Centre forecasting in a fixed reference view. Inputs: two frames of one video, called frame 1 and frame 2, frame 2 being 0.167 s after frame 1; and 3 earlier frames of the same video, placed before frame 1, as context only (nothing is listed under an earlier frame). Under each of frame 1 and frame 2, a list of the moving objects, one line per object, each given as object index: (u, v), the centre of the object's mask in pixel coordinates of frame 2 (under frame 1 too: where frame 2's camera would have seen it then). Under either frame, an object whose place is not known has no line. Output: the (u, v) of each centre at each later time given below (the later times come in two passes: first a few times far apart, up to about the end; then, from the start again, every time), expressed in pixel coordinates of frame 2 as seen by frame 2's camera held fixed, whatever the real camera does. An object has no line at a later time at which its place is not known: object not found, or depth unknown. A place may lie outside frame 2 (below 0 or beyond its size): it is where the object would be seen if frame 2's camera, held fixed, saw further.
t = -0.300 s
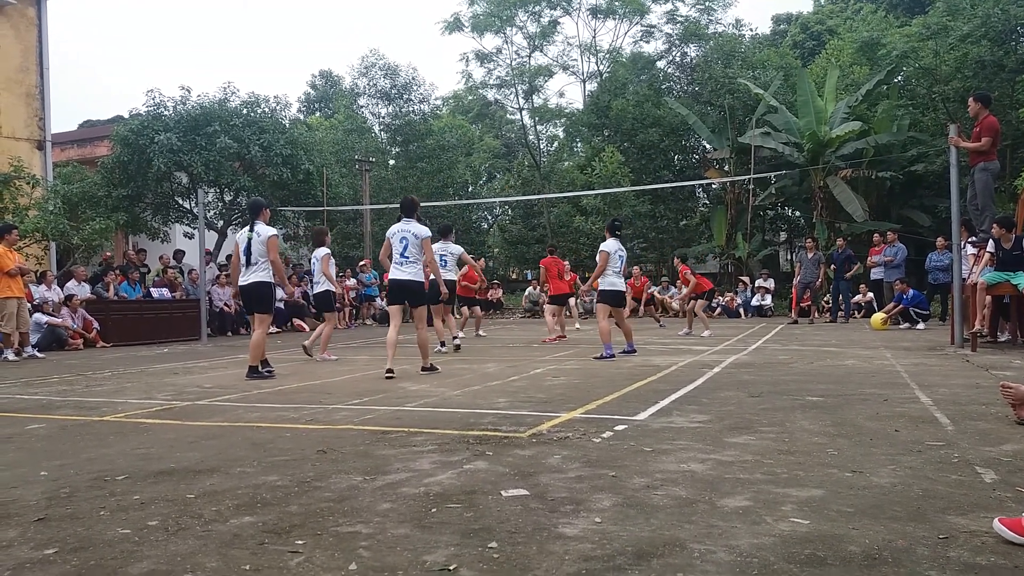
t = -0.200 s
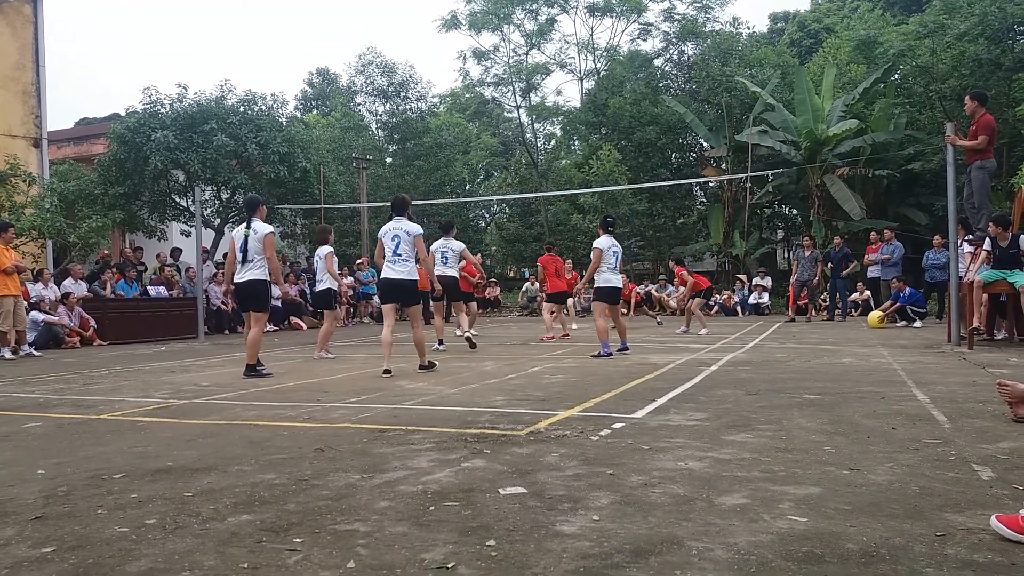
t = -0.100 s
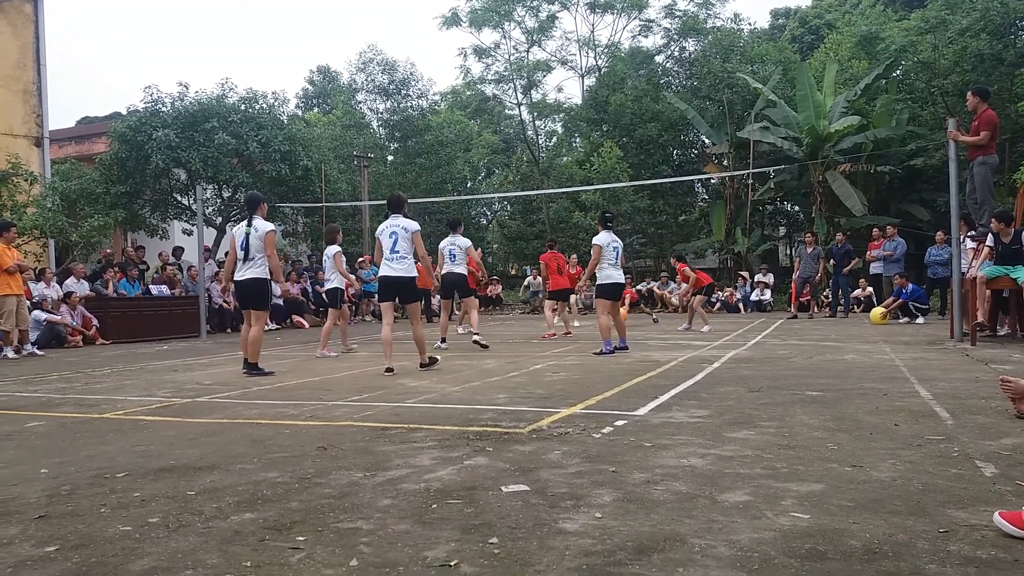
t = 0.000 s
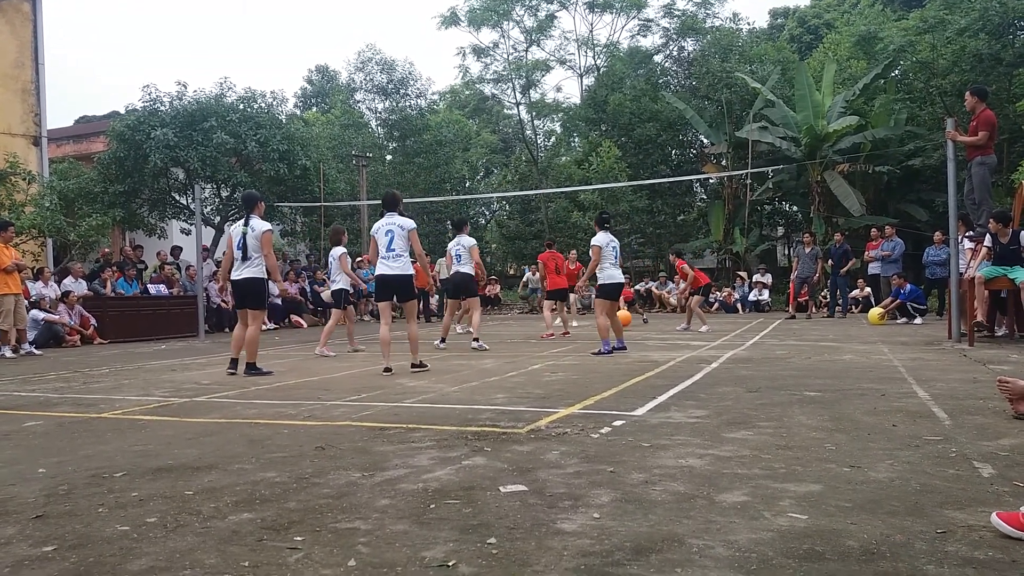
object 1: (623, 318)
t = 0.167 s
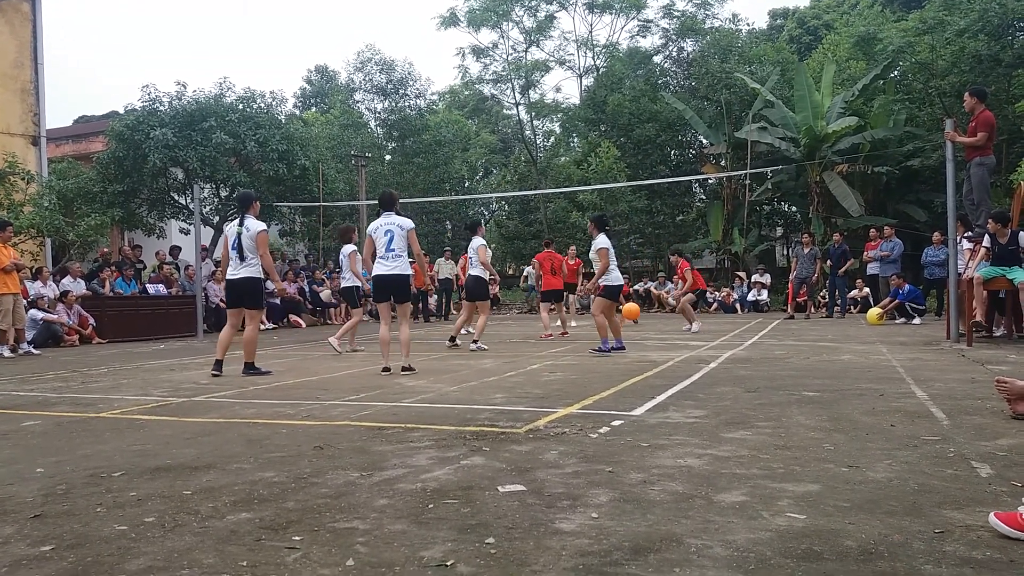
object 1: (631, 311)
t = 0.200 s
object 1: (633, 311)
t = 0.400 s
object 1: (646, 323)
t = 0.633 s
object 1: (664, 322)
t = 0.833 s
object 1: (680, 320)
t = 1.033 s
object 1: (698, 330)
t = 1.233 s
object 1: (718, 325)
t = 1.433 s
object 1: (742, 332)
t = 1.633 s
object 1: (770, 340)
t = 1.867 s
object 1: (811, 344)
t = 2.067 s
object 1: (853, 349)
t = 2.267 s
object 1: (896, 347)
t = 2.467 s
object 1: (949, 351)
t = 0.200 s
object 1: (633, 311)
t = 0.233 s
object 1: (635, 313)
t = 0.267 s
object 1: (638, 315)
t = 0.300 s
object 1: (639, 318)
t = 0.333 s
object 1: (642, 321)
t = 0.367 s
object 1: (644, 325)
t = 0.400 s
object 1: (646, 323)
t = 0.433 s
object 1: (649, 321)
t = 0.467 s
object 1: (651, 319)
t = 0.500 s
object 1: (653, 318)
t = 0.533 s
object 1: (656, 319)
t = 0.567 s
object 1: (658, 319)
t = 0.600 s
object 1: (660, 320)
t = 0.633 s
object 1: (664, 322)
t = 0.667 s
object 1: (666, 325)
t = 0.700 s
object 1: (669, 329)
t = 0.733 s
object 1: (671, 326)
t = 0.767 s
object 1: (674, 323)
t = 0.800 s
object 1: (677, 321)
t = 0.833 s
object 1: (680, 320)
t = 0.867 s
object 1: (682, 319)
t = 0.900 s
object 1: (685, 319)
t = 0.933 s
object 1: (688, 321)
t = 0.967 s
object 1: (692, 322)
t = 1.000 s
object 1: (695, 326)
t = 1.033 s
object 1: (698, 330)
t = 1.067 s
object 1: (701, 333)
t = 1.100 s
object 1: (704, 330)
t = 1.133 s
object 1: (708, 327)
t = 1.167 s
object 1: (711, 325)
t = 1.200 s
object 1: (715, 325)
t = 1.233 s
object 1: (718, 325)
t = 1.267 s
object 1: (722, 326)
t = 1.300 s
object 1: (726, 329)
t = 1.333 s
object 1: (730, 332)
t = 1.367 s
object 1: (734, 336)
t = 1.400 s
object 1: (737, 335)
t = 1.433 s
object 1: (742, 332)
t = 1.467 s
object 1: (746, 330)
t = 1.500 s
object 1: (751, 330)
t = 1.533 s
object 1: (756, 331)
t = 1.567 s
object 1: (761, 333)
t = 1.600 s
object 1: (766, 336)
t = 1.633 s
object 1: (770, 340)
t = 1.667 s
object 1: (776, 339)
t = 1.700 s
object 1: (781, 337)
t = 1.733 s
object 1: (787, 336)
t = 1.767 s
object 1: (793, 337)
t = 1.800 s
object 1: (799, 339)
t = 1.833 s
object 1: (805, 342)
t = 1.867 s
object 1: (811, 344)
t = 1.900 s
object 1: (817, 342)
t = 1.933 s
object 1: (824, 341)
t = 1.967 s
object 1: (831, 340)
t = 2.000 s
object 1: (838, 342)
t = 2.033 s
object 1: (845, 345)
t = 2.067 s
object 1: (853, 349)
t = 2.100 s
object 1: (860, 346)
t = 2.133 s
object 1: (867, 344)
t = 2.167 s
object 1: (874, 343)
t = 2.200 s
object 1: (881, 343)
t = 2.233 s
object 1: (889, 344)
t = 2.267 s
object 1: (896, 347)
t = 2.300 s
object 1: (905, 351)
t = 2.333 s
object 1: (913, 355)
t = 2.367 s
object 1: (922, 352)
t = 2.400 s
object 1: (931, 350)
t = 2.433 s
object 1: (940, 350)
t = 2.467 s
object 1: (949, 351)
